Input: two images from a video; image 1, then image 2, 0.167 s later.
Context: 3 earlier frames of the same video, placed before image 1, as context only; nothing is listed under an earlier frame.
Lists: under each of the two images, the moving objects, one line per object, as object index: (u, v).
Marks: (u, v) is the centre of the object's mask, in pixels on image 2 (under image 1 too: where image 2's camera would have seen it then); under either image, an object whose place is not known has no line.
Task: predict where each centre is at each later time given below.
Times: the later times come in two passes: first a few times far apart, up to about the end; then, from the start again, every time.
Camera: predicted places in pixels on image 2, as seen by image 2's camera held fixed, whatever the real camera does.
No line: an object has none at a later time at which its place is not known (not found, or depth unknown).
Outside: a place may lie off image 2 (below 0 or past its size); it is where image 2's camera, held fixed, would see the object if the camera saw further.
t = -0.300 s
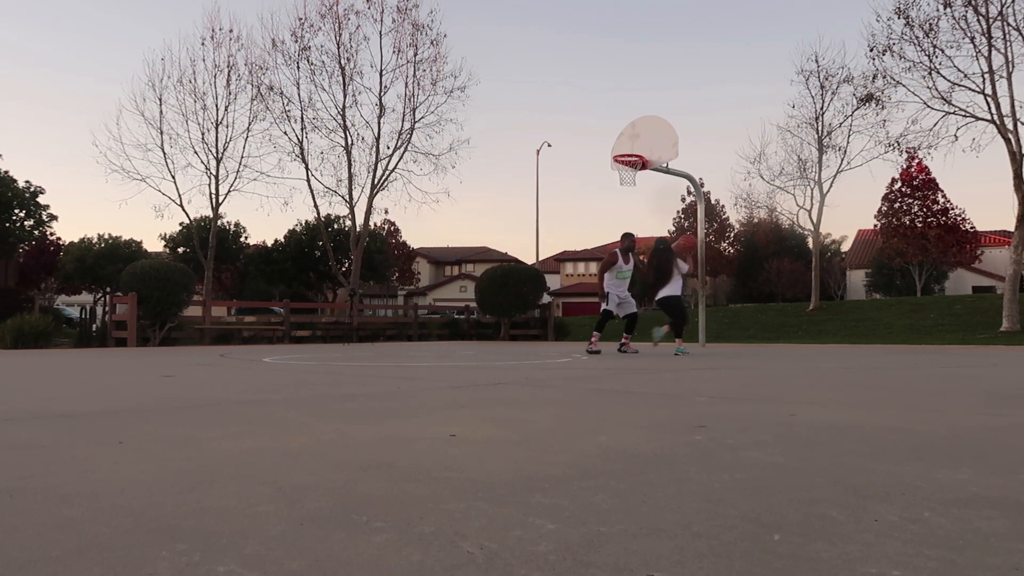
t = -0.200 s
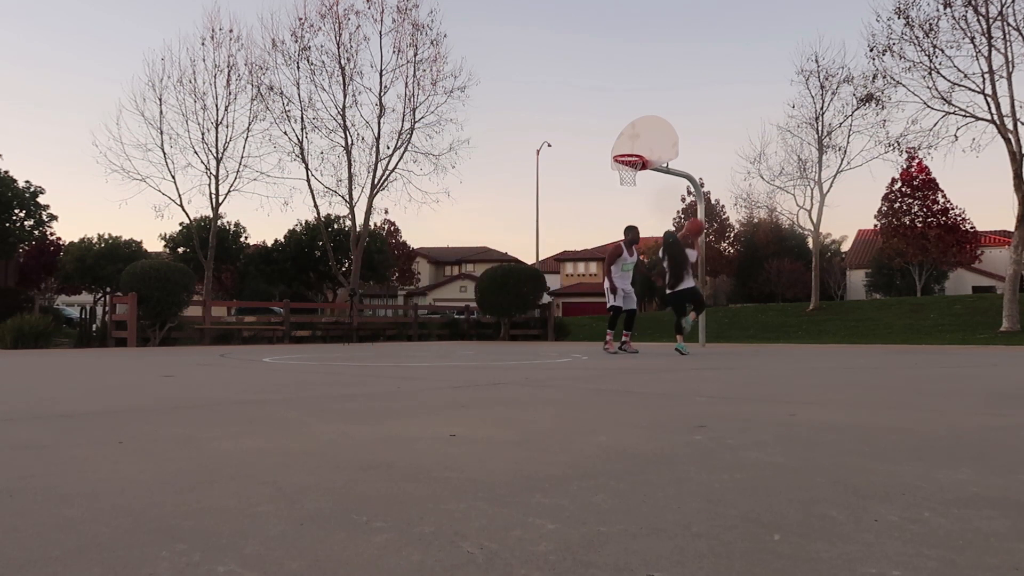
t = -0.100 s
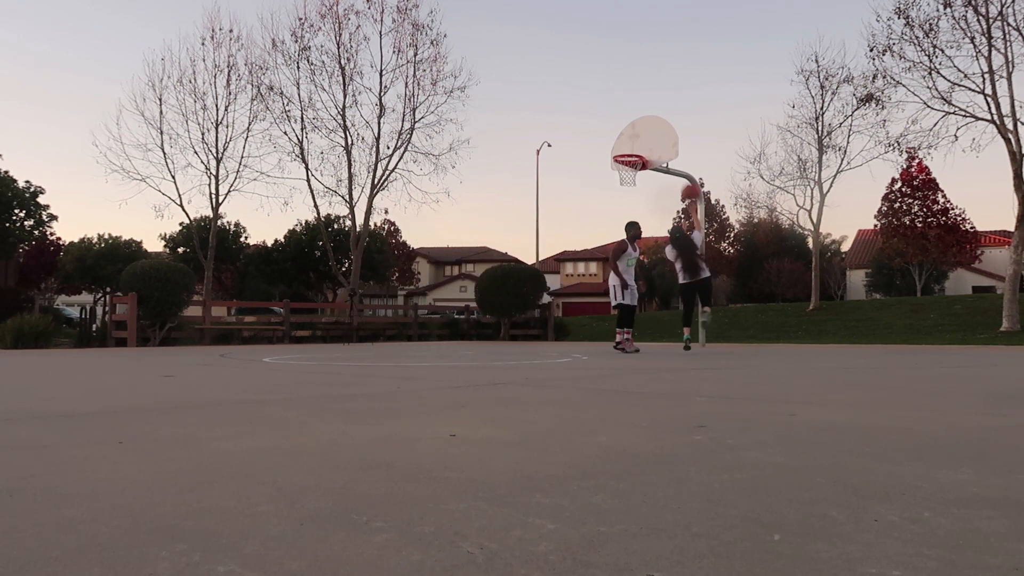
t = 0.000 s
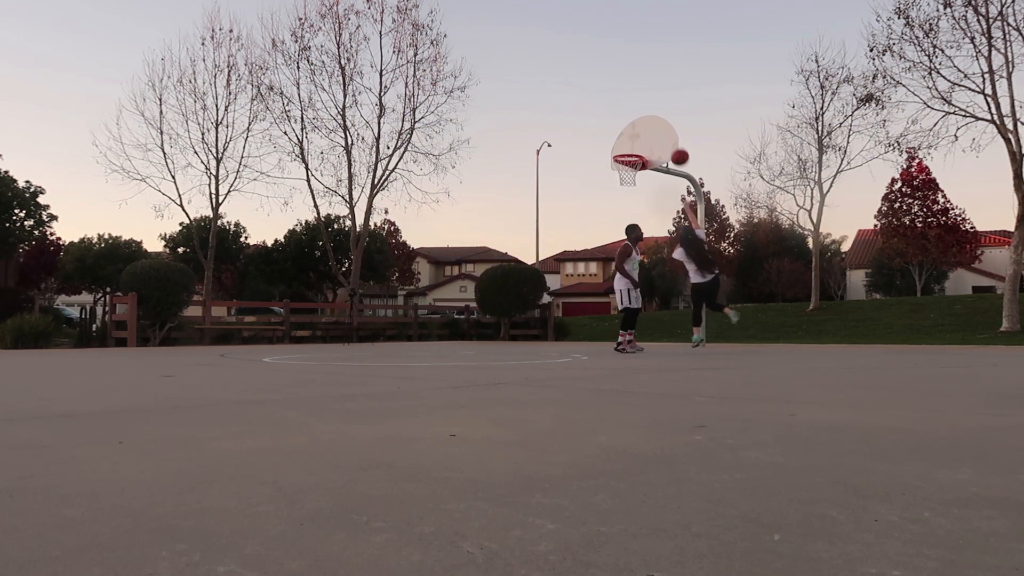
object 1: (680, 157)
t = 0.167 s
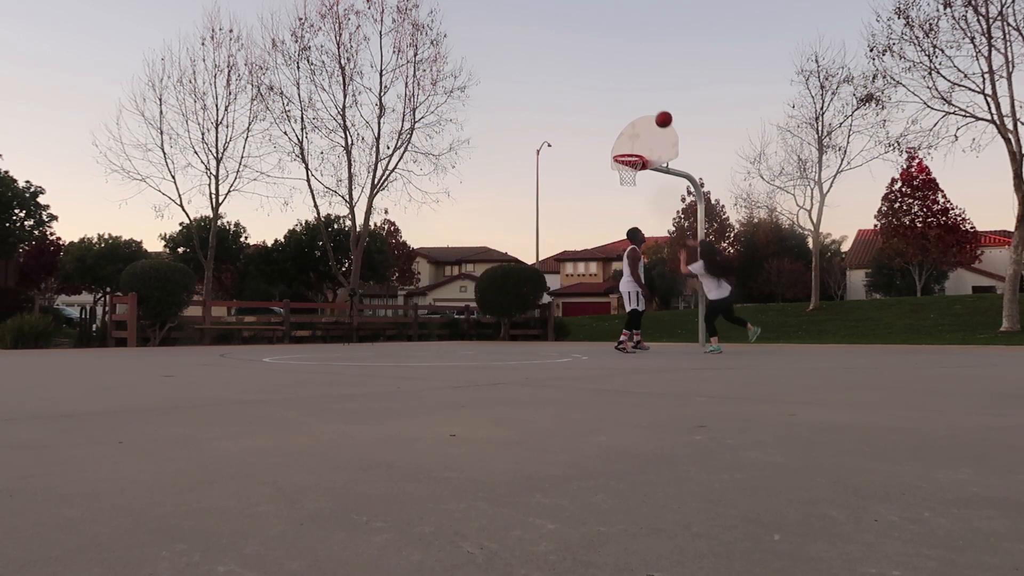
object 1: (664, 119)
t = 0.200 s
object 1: (661, 114)
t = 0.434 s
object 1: (641, 103)
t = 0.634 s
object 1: (625, 120)
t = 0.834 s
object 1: (615, 147)
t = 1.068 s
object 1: (619, 134)
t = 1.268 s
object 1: (617, 141)
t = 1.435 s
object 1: (608, 160)
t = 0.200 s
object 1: (661, 114)
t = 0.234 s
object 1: (658, 110)
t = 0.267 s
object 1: (655, 107)
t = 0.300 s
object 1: (652, 105)
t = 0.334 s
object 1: (649, 103)
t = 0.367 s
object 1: (646, 102)
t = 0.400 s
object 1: (643, 102)
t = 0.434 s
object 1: (641, 103)
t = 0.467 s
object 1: (638, 104)
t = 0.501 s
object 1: (635, 106)
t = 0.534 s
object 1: (633, 109)
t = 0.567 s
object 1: (630, 112)
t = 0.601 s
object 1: (628, 116)
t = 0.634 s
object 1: (625, 120)
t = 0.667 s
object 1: (623, 126)
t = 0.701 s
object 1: (621, 131)
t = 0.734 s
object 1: (618, 138)
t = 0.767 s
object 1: (616, 145)
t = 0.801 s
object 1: (614, 150)
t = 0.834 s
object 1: (615, 147)
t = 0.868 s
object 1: (616, 143)
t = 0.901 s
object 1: (616, 139)
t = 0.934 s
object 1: (617, 137)
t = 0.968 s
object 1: (617, 135)
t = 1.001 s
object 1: (618, 134)
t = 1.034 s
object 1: (619, 134)
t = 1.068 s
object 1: (619, 134)
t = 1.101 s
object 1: (620, 134)
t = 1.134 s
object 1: (621, 136)
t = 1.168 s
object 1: (621, 138)
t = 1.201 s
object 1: (620, 138)
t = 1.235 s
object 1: (618, 139)
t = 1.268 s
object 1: (617, 141)
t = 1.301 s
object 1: (615, 144)
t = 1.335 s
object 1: (614, 147)
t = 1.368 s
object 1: (612, 150)
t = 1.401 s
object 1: (609, 154)
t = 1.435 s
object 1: (608, 160)
